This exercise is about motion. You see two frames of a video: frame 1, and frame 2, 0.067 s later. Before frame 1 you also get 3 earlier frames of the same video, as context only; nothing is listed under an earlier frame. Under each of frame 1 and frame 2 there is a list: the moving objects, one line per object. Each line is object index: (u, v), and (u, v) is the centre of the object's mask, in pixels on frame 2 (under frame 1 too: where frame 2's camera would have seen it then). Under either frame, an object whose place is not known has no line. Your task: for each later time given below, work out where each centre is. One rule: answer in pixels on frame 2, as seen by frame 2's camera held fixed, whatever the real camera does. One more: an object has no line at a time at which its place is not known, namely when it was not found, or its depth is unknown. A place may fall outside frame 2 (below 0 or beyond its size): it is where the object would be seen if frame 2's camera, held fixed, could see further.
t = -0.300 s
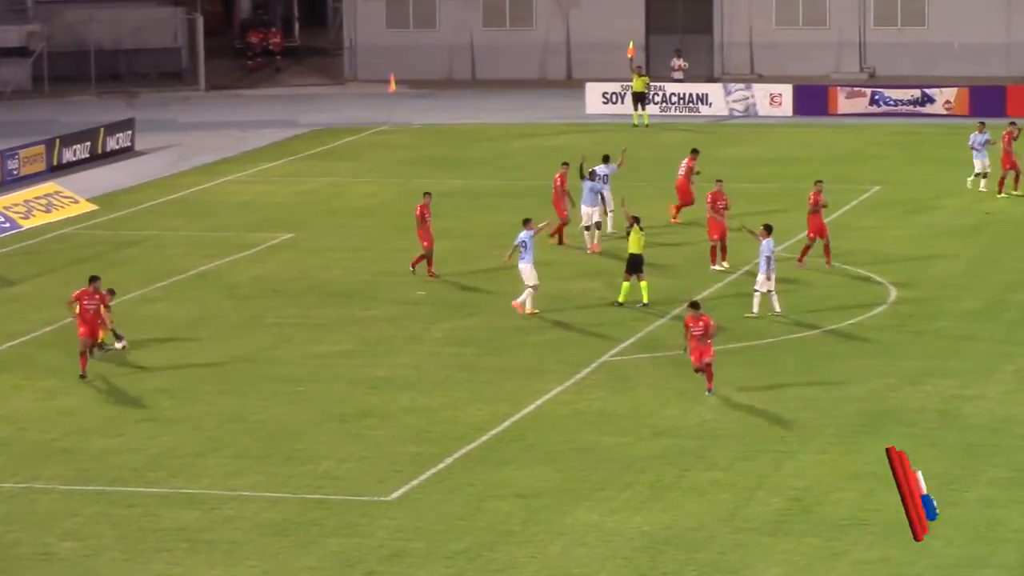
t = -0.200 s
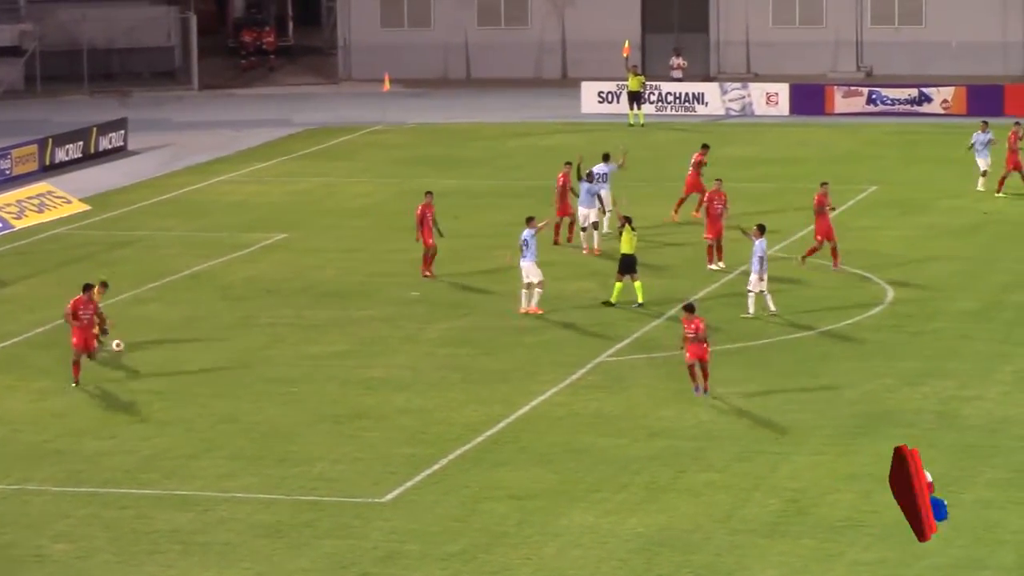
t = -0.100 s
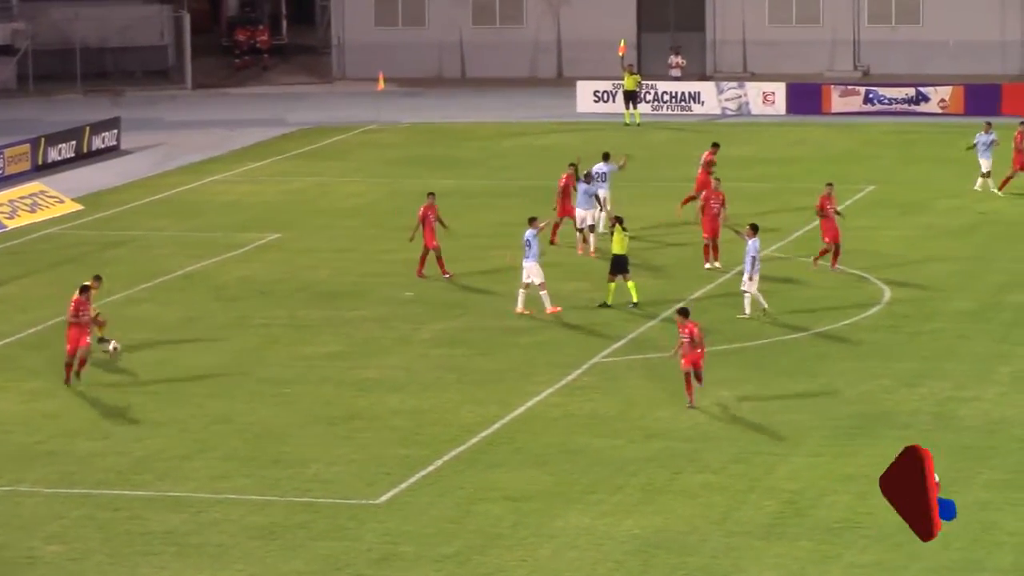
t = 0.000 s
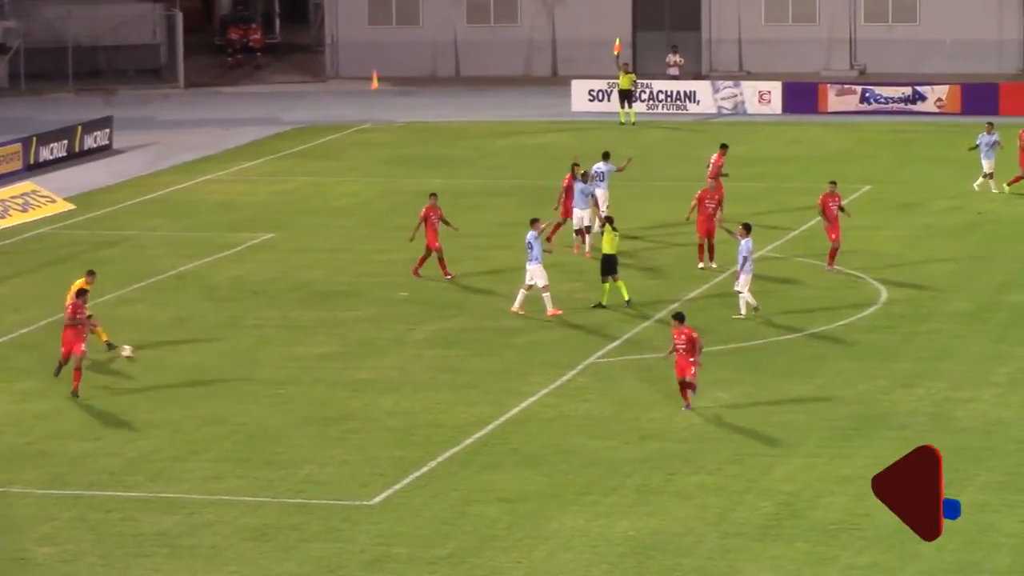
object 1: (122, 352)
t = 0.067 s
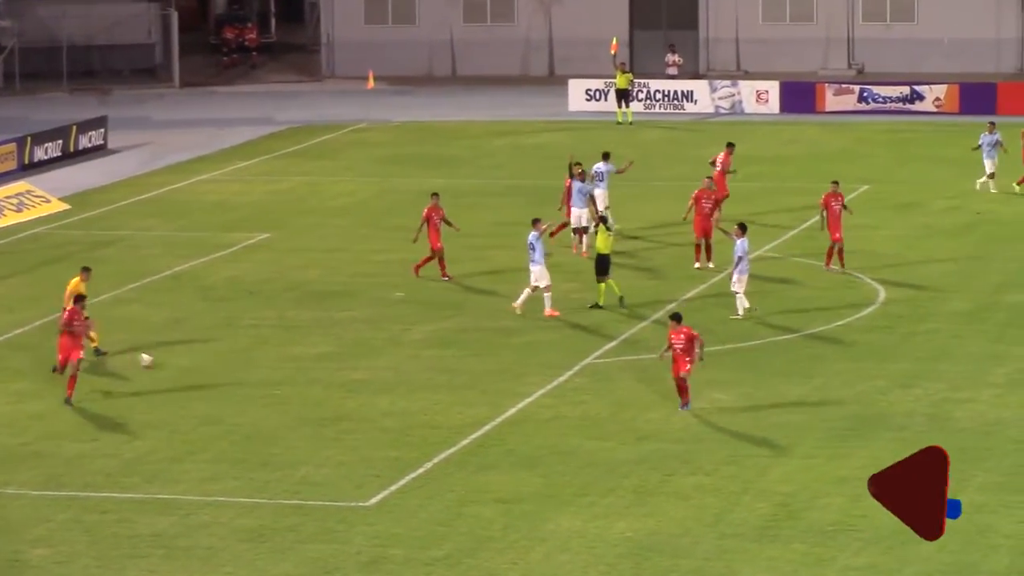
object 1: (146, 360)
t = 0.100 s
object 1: (157, 364)
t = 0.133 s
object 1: (168, 367)
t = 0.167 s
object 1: (180, 369)
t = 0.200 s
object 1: (192, 373)
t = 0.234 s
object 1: (203, 377)
